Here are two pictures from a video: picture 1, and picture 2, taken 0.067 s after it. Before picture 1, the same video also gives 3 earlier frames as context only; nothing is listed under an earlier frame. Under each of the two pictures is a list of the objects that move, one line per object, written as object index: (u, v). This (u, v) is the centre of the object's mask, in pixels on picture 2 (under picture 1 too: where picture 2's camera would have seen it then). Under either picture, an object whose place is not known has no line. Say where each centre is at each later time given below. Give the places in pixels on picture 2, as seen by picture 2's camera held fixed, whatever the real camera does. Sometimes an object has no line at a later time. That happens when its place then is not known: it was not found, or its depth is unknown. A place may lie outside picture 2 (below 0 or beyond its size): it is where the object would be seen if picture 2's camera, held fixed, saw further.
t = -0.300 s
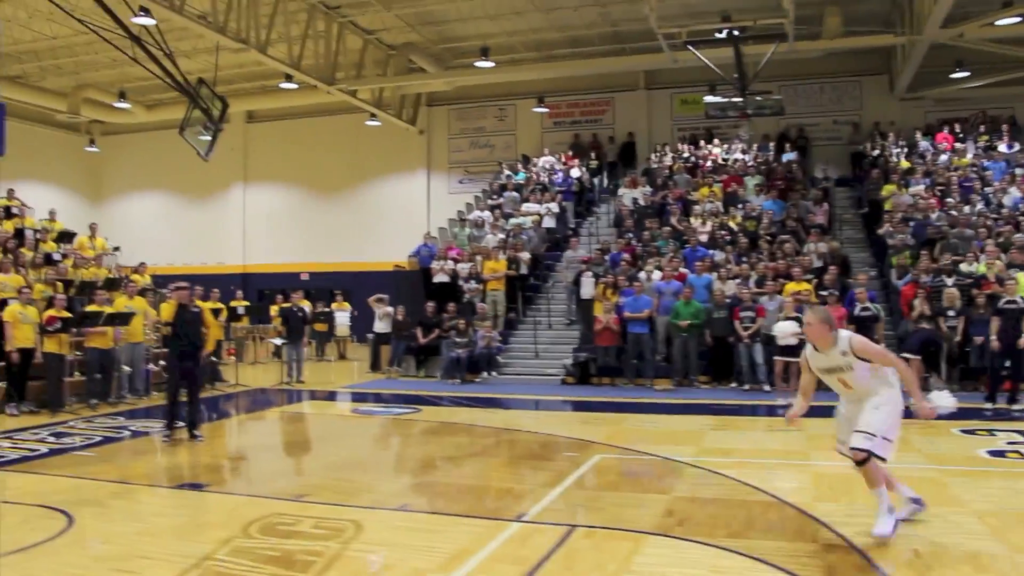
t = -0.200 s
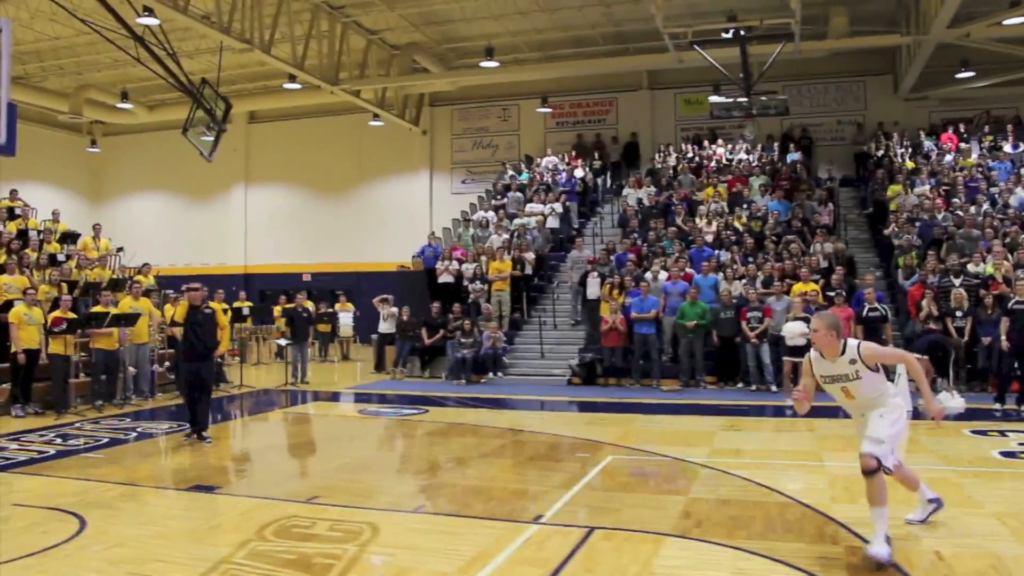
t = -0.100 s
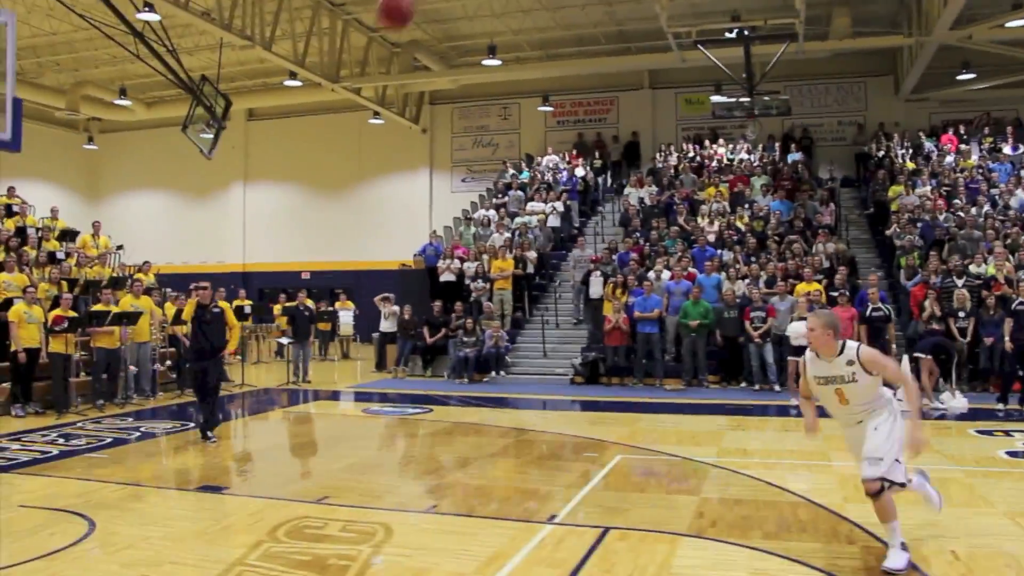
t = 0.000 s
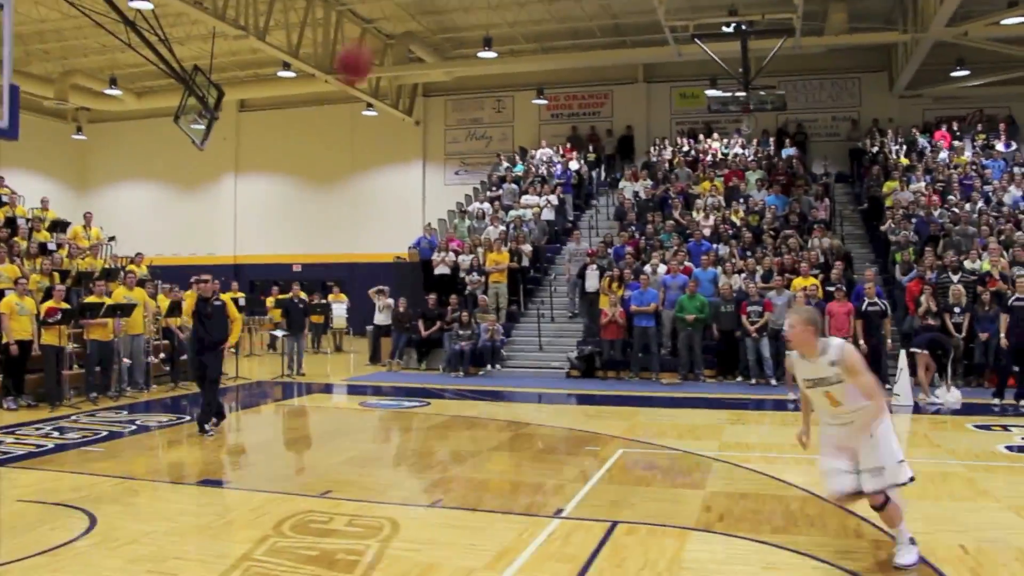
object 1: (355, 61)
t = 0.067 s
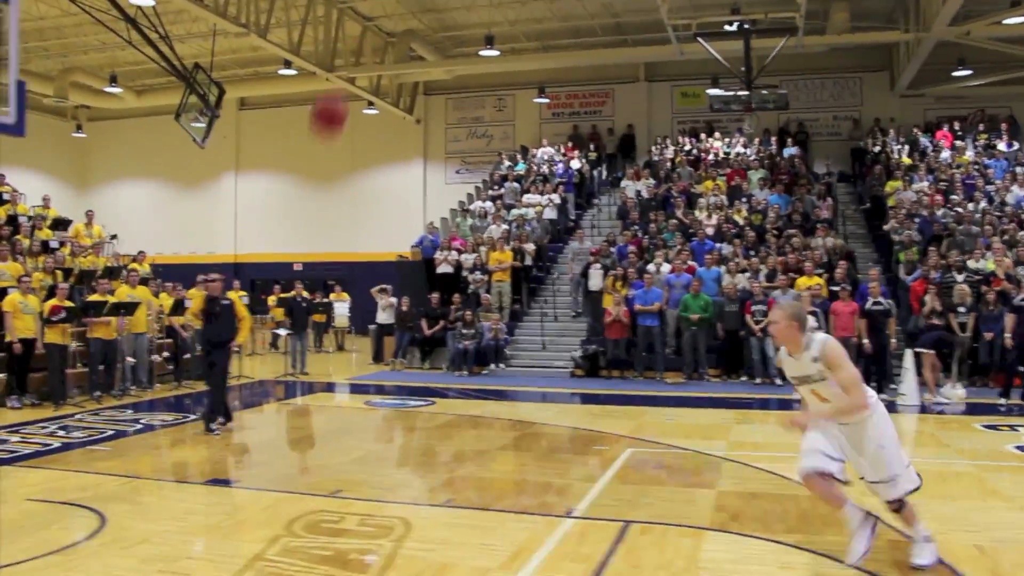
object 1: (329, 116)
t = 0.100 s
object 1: (317, 144)
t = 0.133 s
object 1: (306, 173)
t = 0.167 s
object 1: (291, 209)
